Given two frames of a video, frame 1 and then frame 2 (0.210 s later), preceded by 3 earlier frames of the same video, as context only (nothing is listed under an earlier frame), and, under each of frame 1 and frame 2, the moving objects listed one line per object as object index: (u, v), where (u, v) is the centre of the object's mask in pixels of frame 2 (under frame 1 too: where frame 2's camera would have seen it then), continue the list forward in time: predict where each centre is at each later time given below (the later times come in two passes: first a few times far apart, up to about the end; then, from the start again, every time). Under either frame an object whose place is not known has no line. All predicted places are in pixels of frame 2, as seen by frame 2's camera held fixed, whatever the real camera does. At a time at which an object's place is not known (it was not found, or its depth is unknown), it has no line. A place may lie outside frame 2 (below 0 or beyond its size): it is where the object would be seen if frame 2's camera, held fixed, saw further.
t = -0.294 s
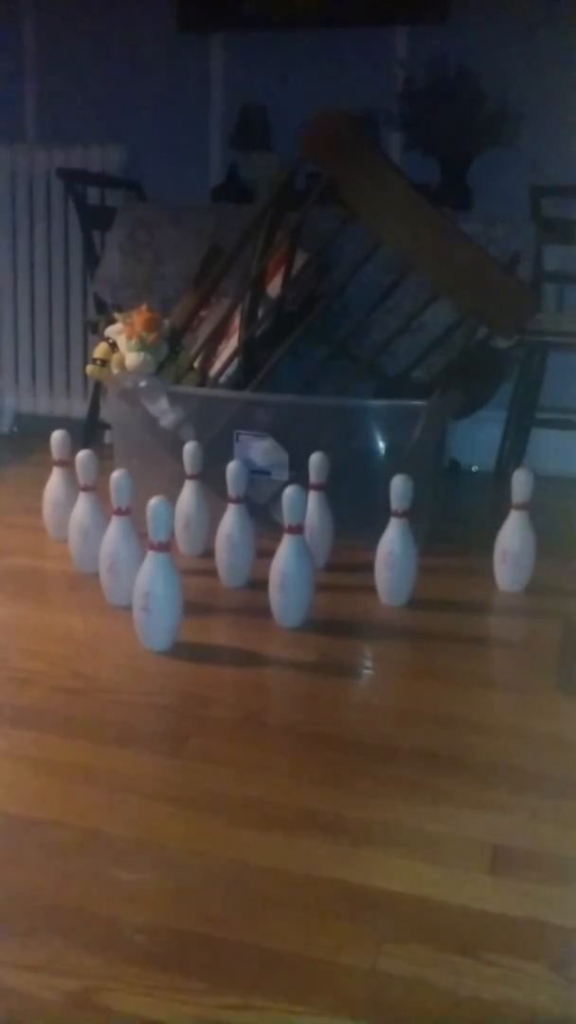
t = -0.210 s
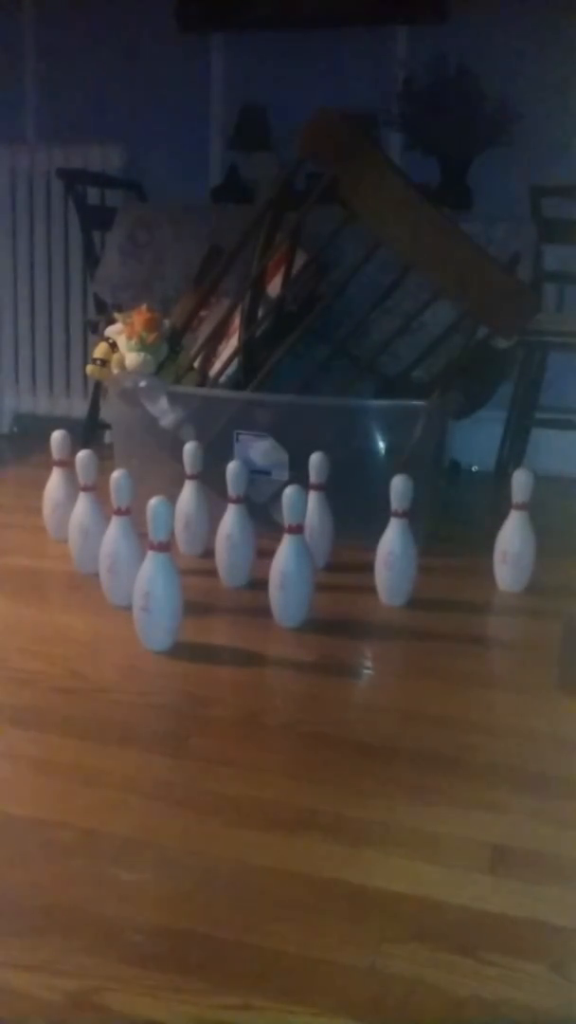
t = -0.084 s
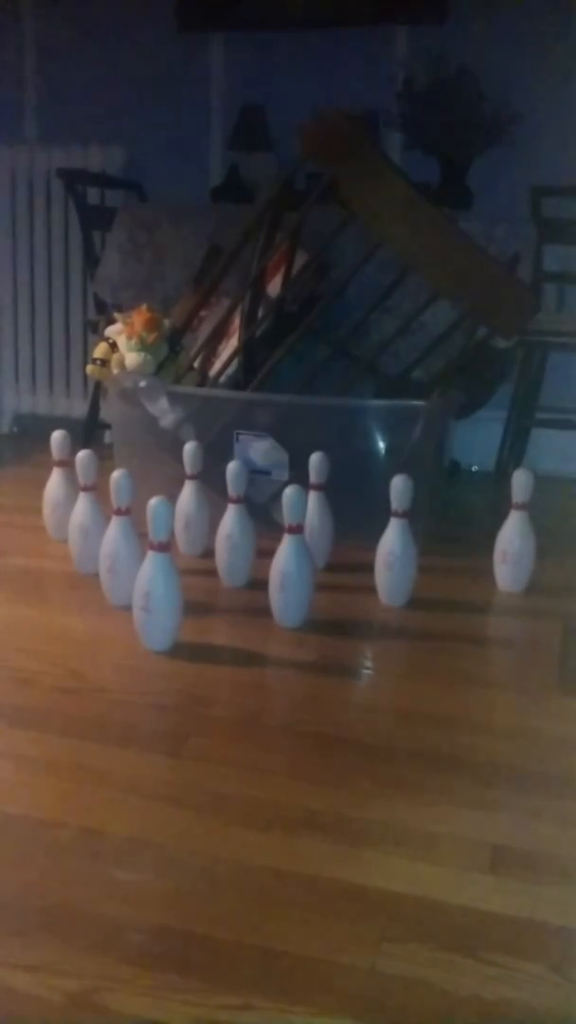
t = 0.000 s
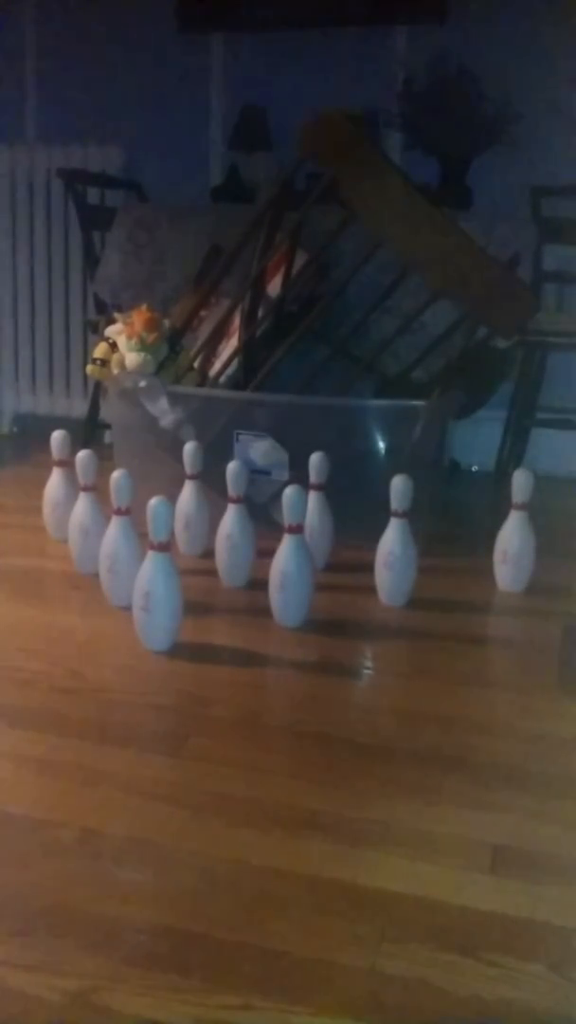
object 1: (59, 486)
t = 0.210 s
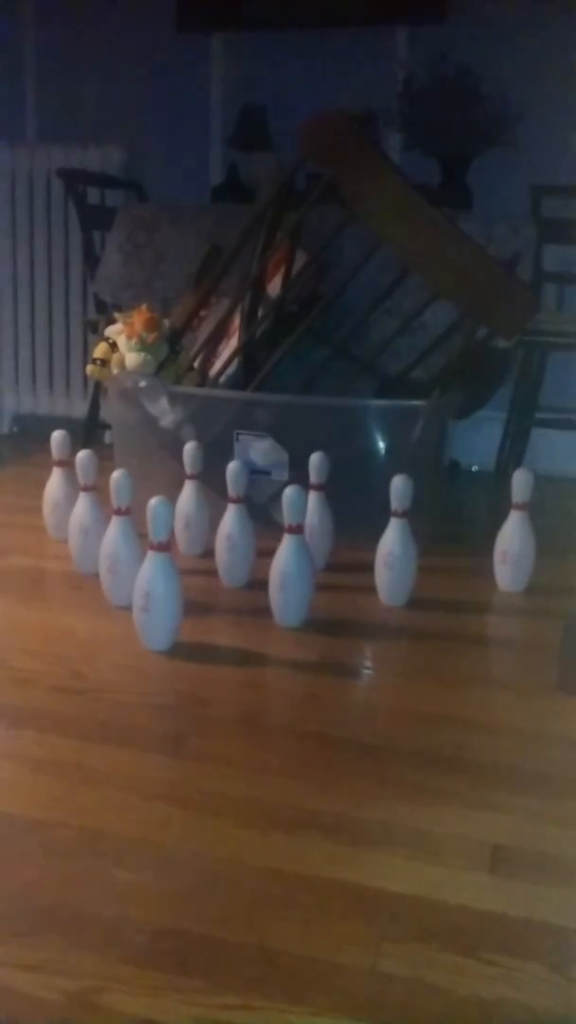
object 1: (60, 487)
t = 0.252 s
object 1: (59, 487)
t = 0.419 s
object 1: (62, 491)
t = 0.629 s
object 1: (60, 491)
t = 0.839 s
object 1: (61, 491)
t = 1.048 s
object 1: (61, 490)
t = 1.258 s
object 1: (46, 485)
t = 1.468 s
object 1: (29, 480)
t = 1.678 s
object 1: (24, 513)
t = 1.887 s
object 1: (18, 509)
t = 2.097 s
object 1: (18, 504)
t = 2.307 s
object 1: (22, 501)
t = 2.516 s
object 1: (22, 498)
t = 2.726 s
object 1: (22, 498)
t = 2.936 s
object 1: (21, 498)
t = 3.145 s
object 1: (20, 500)
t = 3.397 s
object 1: (15, 505)
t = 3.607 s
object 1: (11, 509)
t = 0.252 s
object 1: (59, 487)
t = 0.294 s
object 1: (59, 487)
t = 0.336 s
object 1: (59, 487)
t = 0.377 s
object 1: (58, 485)
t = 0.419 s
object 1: (62, 491)
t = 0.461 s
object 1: (62, 488)
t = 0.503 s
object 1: (61, 490)
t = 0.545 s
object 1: (61, 490)
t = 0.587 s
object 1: (60, 491)
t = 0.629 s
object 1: (60, 491)
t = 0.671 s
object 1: (61, 492)
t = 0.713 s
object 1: (61, 492)
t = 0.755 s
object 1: (60, 490)
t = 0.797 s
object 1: (60, 490)
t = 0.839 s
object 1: (61, 491)
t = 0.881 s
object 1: (61, 490)
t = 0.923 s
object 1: (61, 490)
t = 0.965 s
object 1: (61, 490)
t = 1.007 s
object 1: (61, 490)
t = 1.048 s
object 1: (61, 490)
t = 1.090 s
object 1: (60, 489)
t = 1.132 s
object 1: (58, 491)
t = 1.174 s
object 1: (53, 490)
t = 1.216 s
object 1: (49, 487)
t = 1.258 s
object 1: (46, 485)
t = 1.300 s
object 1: (43, 485)
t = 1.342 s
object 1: (40, 483)
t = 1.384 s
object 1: (37, 481)
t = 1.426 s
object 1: (33, 480)
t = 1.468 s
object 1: (29, 480)
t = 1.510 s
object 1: (26, 483)
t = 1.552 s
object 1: (24, 489)
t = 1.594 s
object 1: (24, 501)
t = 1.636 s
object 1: (23, 509)
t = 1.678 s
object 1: (24, 513)
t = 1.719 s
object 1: (24, 509)
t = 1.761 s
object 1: (22, 509)
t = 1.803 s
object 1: (22, 508)
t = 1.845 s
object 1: (19, 507)
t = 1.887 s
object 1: (18, 509)
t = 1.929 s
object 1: (17, 506)
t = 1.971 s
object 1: (17, 508)
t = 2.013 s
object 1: (17, 505)
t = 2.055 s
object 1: (18, 506)
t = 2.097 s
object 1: (18, 504)
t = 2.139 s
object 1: (19, 504)
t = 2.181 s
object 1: (20, 503)
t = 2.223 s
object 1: (23, 503)
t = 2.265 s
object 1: (23, 502)
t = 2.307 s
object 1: (22, 501)
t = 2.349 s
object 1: (22, 500)
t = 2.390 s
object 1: (22, 500)
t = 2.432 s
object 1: (22, 500)
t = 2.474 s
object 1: (22, 499)
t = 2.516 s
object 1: (22, 498)
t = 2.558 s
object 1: (21, 498)
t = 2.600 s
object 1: (21, 498)
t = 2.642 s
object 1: (22, 498)
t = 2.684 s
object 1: (22, 498)
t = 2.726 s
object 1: (22, 498)
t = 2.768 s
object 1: (21, 498)
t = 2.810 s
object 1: (21, 498)
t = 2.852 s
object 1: (21, 498)
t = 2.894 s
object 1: (21, 498)
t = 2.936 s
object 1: (21, 498)
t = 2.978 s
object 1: (21, 498)
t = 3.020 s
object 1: (21, 499)
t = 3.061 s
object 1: (20, 499)
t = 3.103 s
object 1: (20, 500)
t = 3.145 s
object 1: (20, 500)
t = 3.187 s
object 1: (19, 501)
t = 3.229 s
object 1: (18, 501)
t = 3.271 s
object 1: (17, 502)
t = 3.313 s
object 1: (16, 502)
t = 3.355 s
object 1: (16, 504)
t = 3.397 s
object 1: (15, 505)
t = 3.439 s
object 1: (13, 506)
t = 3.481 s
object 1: (12, 507)
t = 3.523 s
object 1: (12, 507)
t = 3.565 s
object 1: (11, 508)
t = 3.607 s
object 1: (11, 509)
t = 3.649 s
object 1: (10, 509)
